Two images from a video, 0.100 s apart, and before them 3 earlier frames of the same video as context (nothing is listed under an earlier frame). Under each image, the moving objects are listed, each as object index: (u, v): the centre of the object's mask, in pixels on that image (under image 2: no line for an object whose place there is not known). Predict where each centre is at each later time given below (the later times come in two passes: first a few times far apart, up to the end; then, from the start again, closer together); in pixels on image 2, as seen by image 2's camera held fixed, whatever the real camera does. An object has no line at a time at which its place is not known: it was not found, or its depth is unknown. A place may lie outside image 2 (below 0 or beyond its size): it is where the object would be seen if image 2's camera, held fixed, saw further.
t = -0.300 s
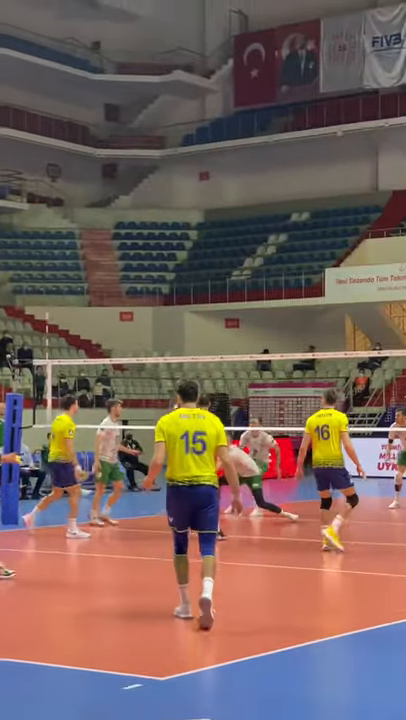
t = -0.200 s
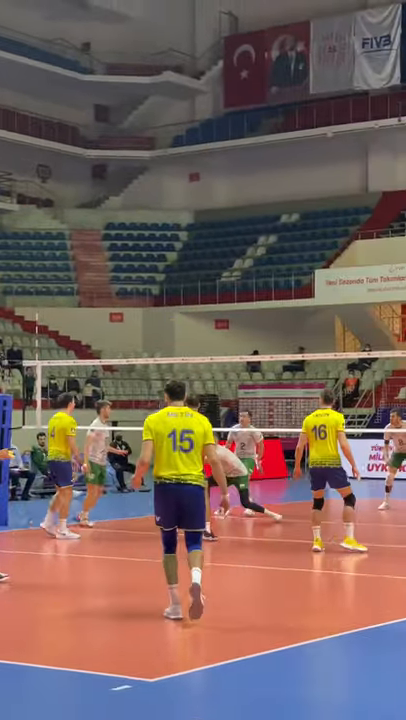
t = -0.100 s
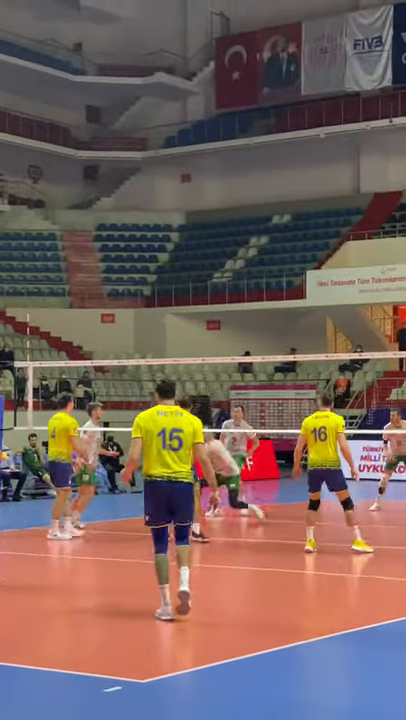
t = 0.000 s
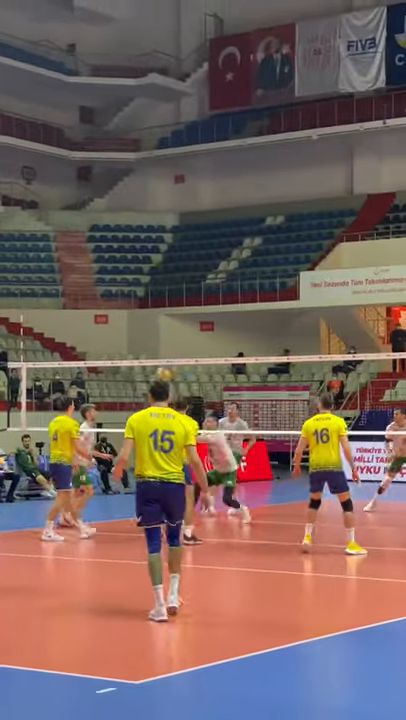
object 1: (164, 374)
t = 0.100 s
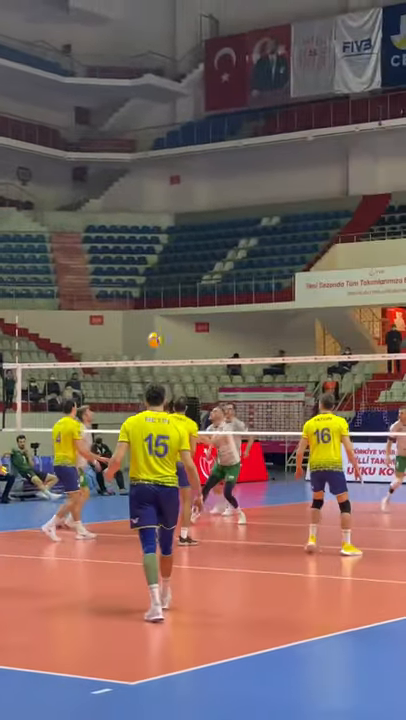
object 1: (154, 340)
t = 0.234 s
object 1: (149, 303)
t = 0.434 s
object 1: (141, 271)
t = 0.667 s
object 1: (133, 265)
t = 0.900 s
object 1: (124, 295)
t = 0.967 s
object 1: (121, 309)
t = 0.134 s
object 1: (153, 330)
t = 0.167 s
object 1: (152, 321)
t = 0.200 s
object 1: (150, 312)
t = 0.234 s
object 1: (149, 303)
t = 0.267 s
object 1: (148, 296)
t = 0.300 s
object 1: (146, 289)
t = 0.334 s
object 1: (145, 284)
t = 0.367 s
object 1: (144, 279)
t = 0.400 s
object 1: (143, 274)
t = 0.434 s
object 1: (141, 271)
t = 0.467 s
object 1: (140, 268)
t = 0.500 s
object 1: (139, 266)
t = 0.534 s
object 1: (138, 265)
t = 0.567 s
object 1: (137, 264)
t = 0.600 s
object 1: (136, 264)
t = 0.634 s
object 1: (135, 264)
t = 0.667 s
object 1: (133, 265)
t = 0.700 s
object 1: (132, 267)
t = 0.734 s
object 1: (130, 270)
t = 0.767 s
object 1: (129, 274)
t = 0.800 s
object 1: (128, 278)
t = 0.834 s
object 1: (126, 283)
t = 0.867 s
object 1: (125, 289)
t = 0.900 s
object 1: (124, 295)
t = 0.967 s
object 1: (121, 309)
